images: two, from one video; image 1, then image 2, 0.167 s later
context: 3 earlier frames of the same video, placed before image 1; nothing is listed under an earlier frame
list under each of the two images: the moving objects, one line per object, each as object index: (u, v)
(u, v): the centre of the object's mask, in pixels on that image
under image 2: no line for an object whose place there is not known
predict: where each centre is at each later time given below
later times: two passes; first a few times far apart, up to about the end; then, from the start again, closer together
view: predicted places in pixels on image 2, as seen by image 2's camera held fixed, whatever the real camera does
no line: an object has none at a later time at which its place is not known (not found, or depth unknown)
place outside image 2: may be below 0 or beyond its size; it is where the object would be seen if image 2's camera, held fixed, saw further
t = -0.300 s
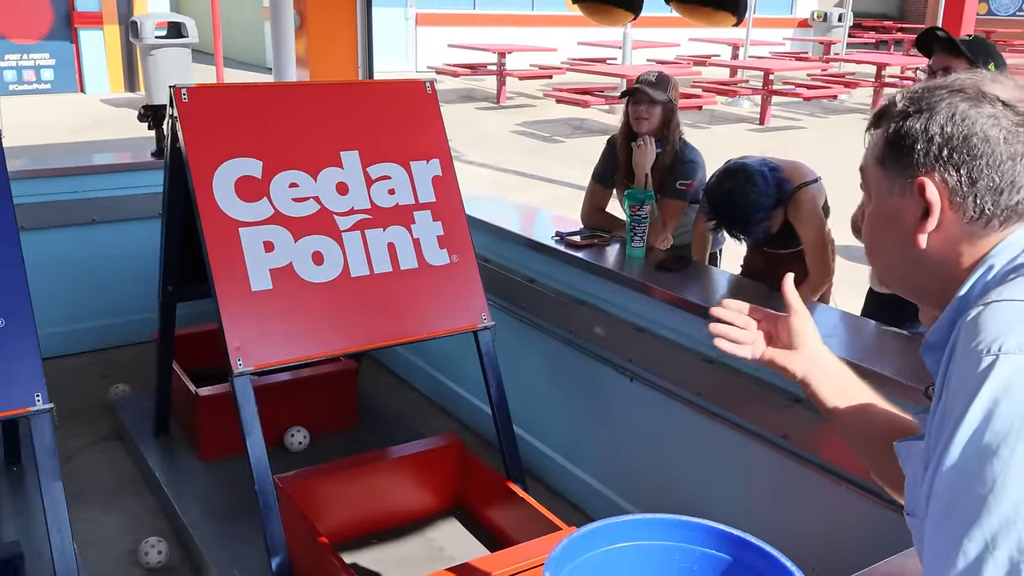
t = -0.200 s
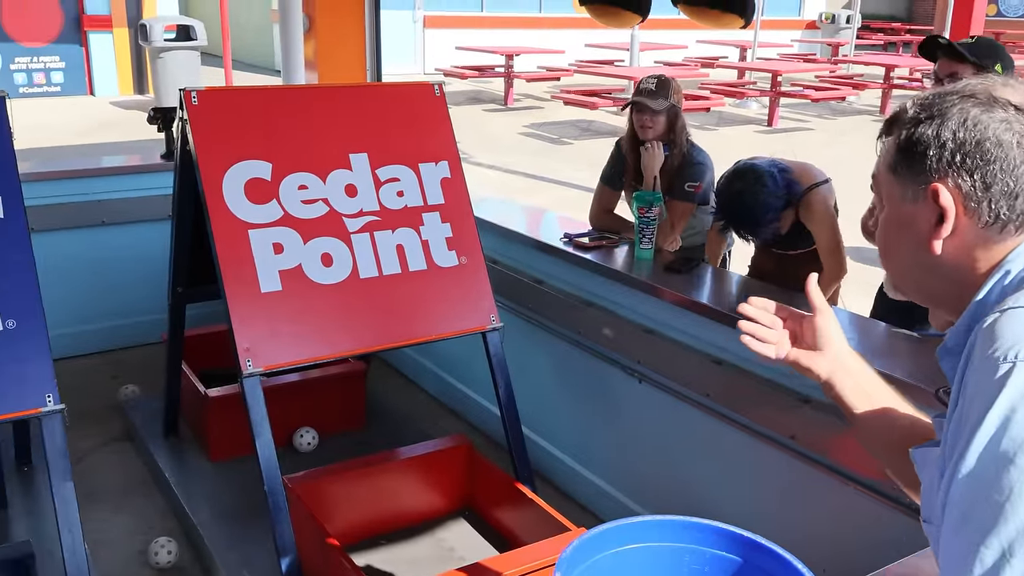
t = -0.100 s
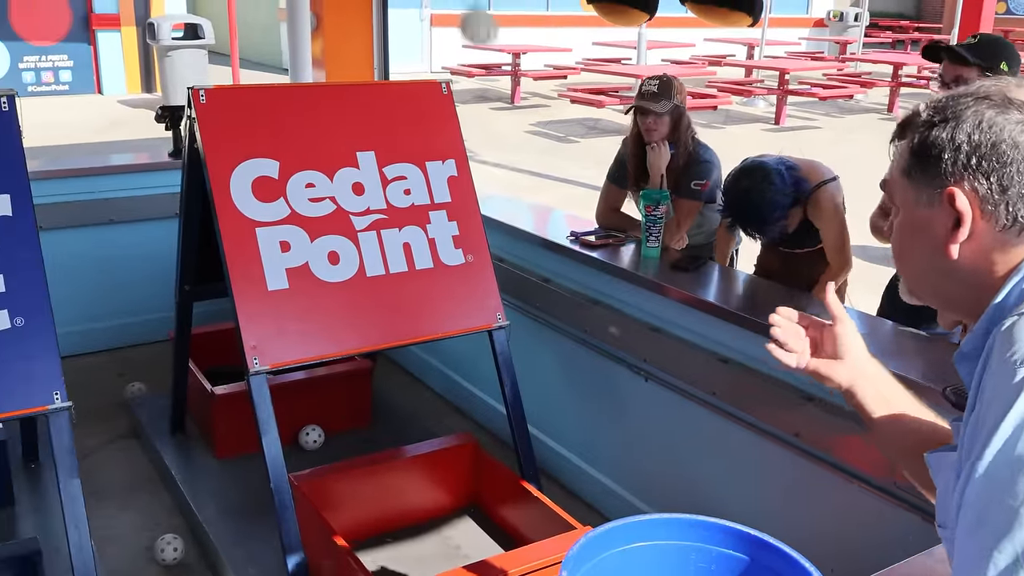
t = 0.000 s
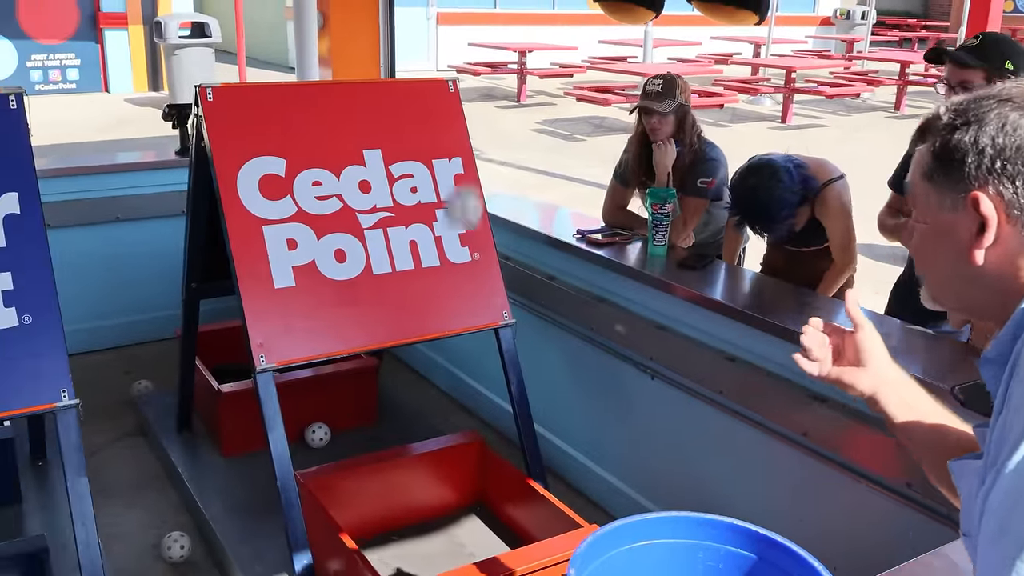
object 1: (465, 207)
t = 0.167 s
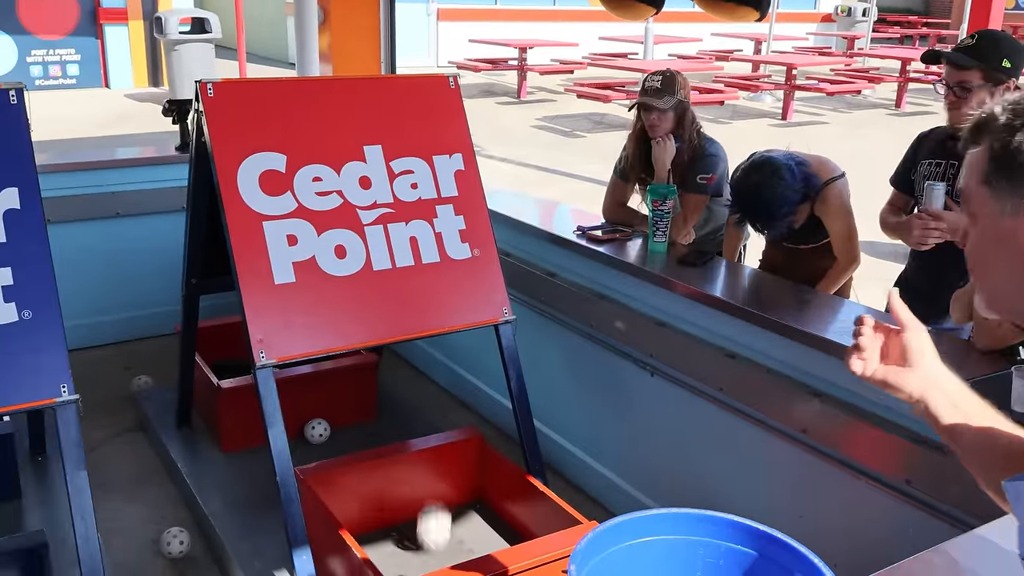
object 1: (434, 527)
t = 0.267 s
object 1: (430, 499)
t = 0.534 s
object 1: (426, 495)
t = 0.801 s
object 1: (438, 516)
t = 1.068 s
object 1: (444, 506)
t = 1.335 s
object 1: (451, 505)
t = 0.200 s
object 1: (432, 533)
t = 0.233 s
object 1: (431, 515)
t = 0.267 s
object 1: (430, 499)
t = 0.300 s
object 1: (430, 487)
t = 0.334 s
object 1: (430, 478)
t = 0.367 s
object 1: (429, 473)
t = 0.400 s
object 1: (428, 470)
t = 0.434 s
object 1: (428, 471)
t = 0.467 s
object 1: (427, 476)
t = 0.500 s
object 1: (427, 484)
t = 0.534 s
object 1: (426, 495)
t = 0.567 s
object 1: (426, 509)
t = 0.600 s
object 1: (427, 509)
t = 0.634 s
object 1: (429, 507)
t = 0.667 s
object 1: (432, 508)
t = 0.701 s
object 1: (434, 512)
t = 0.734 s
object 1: (436, 517)
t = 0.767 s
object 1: (437, 515)
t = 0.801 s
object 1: (438, 516)
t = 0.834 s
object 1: (439, 515)
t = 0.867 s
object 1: (440, 514)
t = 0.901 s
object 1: (441, 513)
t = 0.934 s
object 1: (442, 512)
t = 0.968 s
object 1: (443, 511)
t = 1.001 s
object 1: (444, 510)
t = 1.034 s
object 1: (444, 507)
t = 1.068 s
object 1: (444, 506)
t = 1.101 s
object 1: (446, 505)
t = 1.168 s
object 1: (447, 504)
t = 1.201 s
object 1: (448, 504)
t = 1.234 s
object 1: (449, 504)
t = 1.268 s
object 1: (450, 503)
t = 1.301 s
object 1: (450, 505)
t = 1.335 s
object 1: (451, 505)
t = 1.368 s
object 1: (450, 506)
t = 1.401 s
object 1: (449, 506)
